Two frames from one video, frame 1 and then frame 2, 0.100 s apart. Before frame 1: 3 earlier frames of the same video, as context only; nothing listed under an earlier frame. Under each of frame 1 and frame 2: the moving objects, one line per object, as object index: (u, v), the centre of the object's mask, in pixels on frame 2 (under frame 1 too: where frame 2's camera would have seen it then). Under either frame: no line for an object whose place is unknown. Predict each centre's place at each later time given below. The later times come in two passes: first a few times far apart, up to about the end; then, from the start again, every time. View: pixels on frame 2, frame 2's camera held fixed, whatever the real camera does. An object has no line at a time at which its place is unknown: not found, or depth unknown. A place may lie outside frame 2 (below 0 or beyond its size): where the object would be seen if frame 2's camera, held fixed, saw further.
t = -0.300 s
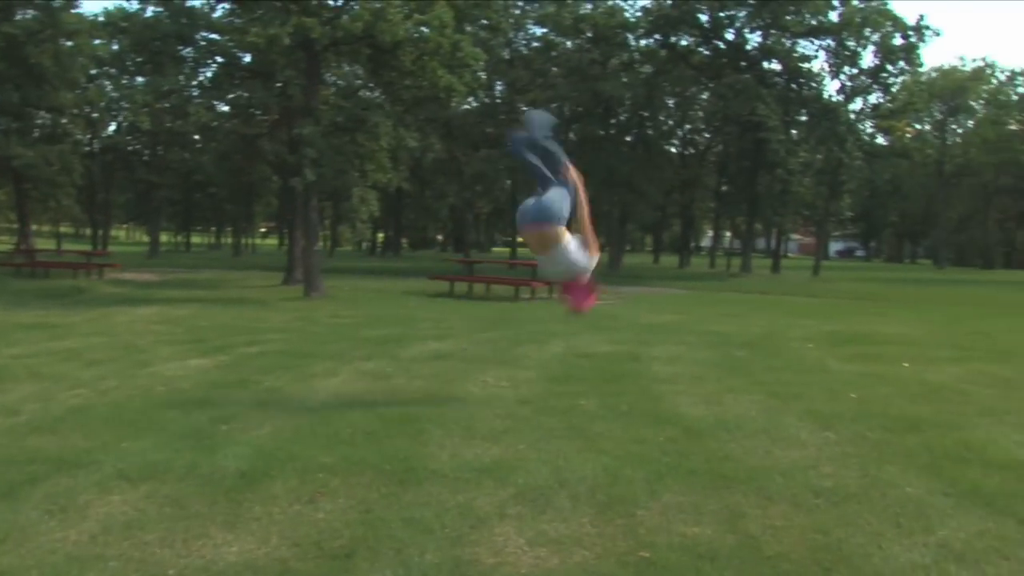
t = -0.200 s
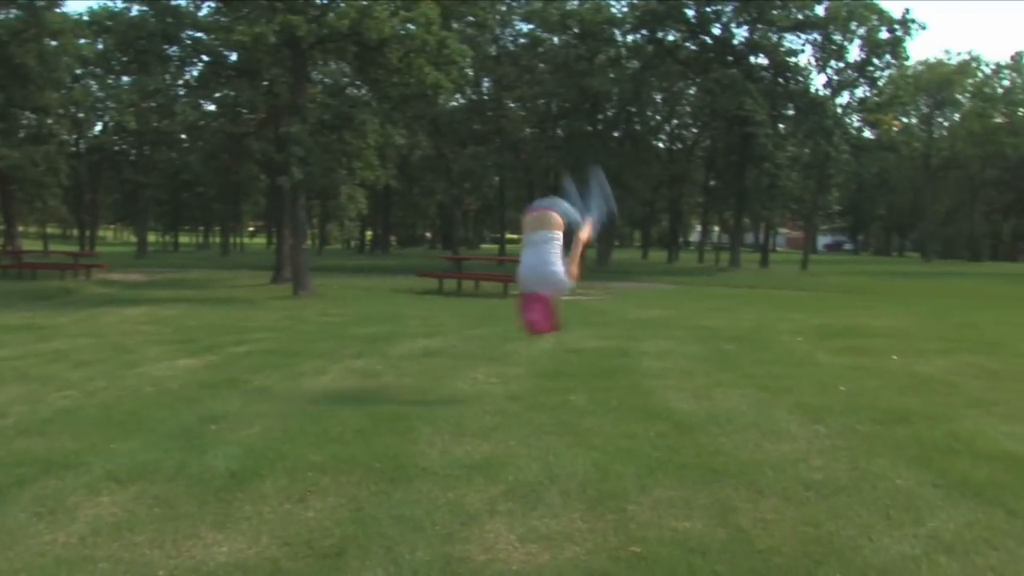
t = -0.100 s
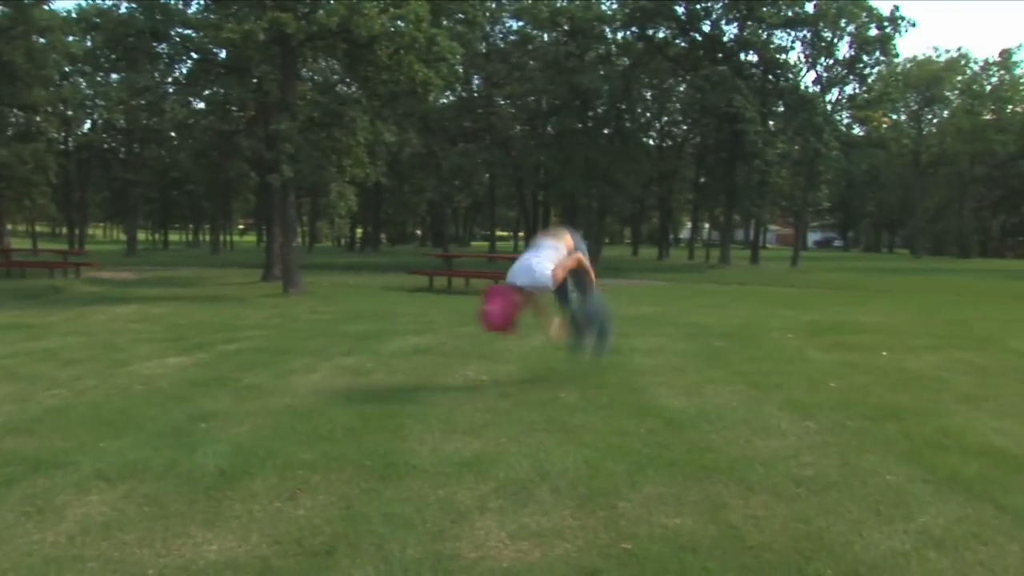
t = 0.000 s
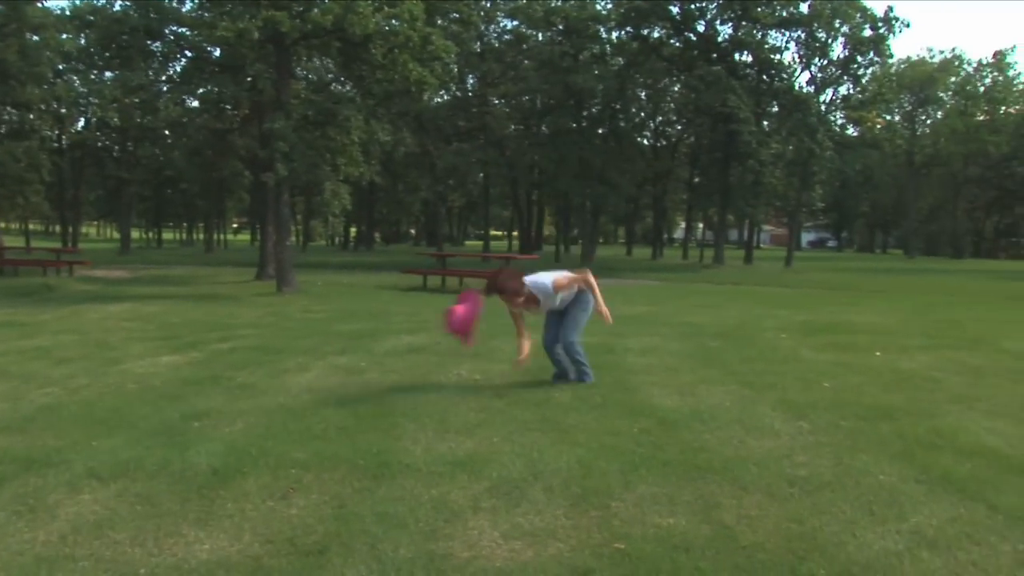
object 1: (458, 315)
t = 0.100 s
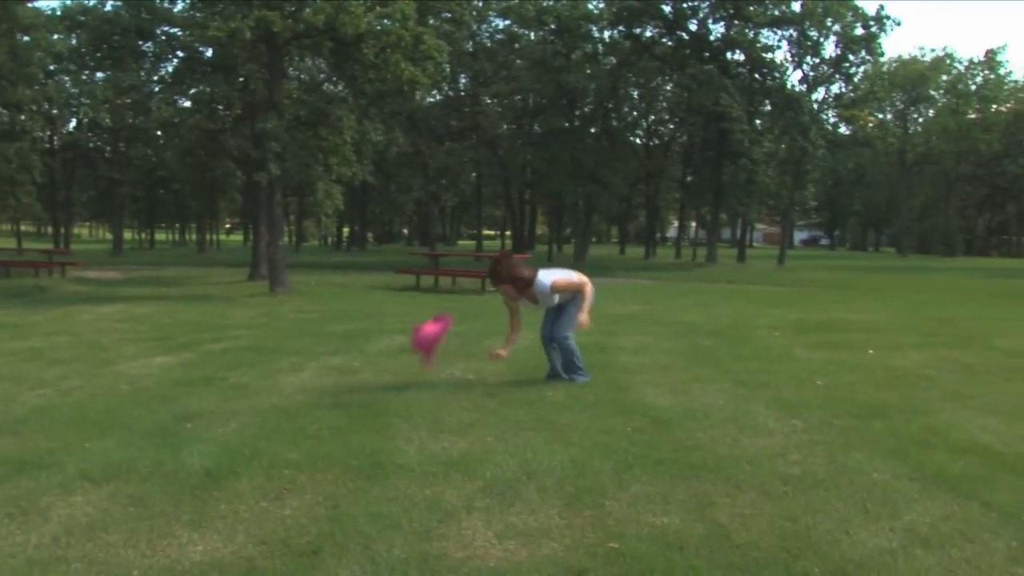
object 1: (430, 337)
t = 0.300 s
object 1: (385, 378)
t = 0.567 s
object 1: (356, 390)
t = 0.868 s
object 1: (345, 390)
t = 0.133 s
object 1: (421, 348)
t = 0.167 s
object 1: (414, 358)
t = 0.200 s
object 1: (404, 372)
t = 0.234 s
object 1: (396, 381)
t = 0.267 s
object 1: (390, 380)
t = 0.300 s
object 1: (385, 378)
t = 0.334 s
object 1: (382, 380)
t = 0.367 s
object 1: (380, 380)
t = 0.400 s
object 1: (376, 381)
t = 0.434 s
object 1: (372, 383)
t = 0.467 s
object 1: (367, 388)
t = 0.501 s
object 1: (364, 392)
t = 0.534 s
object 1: (360, 392)
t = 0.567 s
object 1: (356, 390)
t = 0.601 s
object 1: (354, 391)
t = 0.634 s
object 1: (352, 391)
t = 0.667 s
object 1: (350, 391)
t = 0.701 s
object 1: (348, 391)
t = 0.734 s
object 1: (347, 391)
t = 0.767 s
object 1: (346, 391)
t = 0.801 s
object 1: (346, 391)
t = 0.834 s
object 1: (345, 391)
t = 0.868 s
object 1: (345, 390)
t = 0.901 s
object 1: (345, 390)
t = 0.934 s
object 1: (344, 390)
